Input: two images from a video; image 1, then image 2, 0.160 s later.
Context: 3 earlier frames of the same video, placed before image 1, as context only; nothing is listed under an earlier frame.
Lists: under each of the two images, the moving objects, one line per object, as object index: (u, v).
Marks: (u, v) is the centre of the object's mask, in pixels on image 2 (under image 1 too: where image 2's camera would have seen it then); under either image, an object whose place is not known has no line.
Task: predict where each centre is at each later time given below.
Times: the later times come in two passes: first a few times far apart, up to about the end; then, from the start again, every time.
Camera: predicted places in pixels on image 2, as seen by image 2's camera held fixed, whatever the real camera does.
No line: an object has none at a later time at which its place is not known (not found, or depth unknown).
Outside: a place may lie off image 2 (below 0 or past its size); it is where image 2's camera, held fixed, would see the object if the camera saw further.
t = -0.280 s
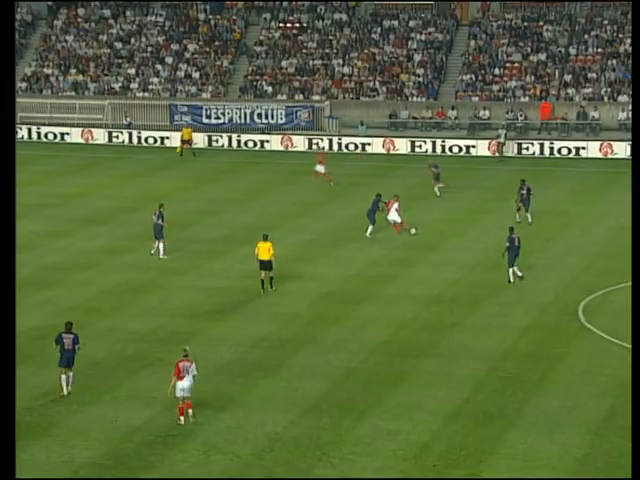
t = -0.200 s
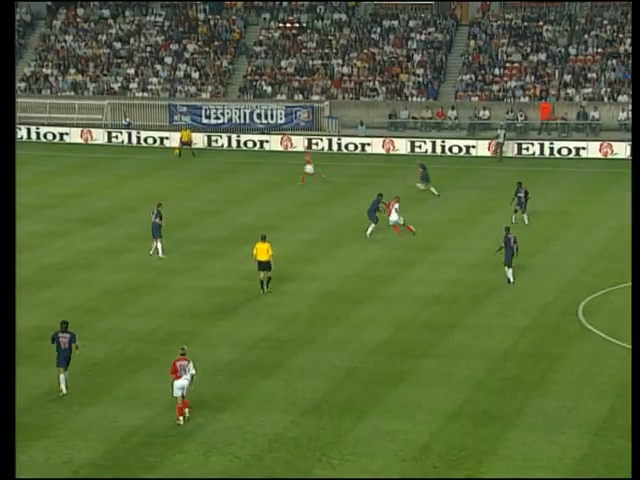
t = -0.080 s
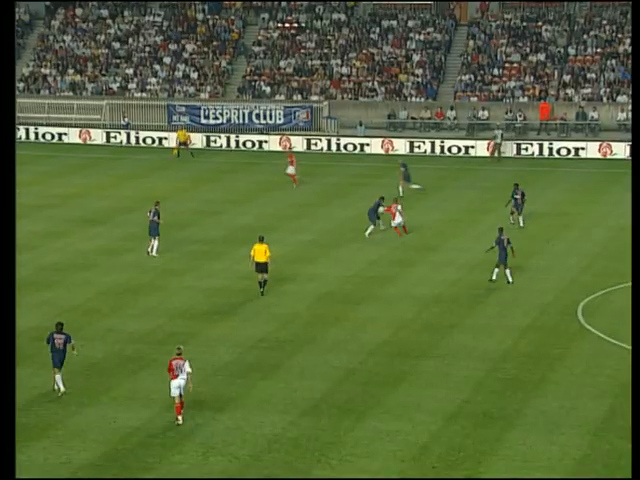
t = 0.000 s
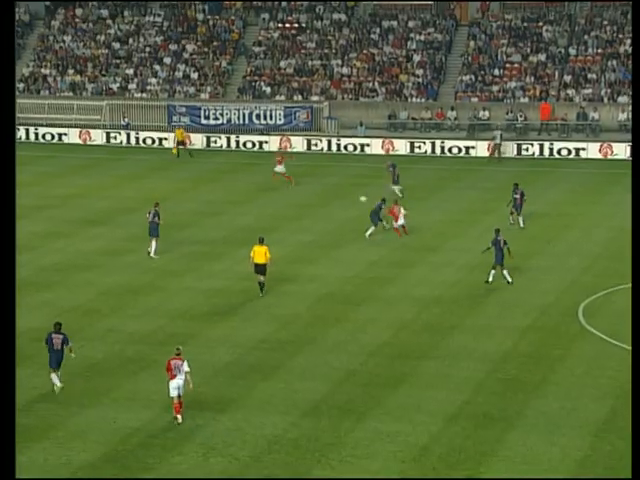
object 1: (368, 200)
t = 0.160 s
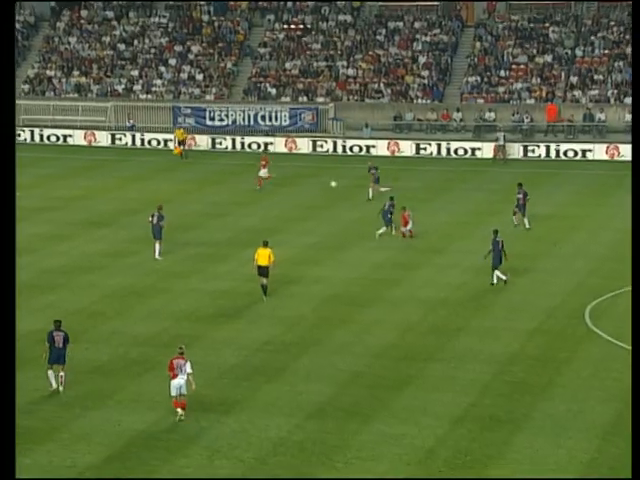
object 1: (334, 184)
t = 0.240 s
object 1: (316, 178)
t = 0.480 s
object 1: (266, 171)
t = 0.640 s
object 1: (235, 173)
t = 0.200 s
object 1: (326, 181)
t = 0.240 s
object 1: (316, 178)
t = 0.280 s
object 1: (308, 176)
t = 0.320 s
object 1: (299, 175)
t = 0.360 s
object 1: (291, 173)
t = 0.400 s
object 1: (283, 172)
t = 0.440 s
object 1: (275, 172)
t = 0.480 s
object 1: (266, 171)
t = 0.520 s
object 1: (258, 171)
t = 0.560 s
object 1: (251, 172)
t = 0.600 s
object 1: (243, 172)
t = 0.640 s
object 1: (235, 173)
